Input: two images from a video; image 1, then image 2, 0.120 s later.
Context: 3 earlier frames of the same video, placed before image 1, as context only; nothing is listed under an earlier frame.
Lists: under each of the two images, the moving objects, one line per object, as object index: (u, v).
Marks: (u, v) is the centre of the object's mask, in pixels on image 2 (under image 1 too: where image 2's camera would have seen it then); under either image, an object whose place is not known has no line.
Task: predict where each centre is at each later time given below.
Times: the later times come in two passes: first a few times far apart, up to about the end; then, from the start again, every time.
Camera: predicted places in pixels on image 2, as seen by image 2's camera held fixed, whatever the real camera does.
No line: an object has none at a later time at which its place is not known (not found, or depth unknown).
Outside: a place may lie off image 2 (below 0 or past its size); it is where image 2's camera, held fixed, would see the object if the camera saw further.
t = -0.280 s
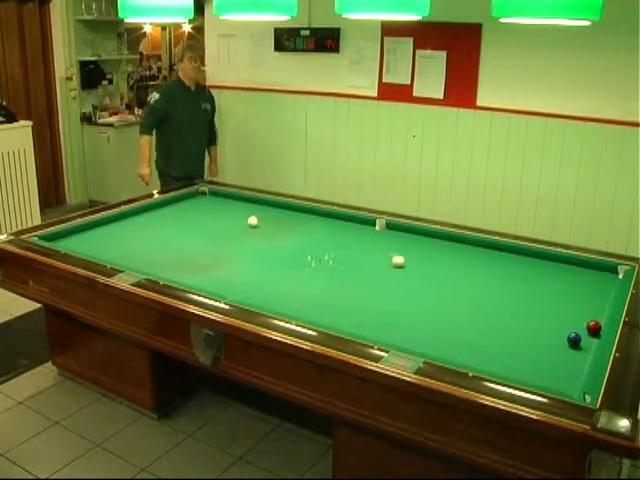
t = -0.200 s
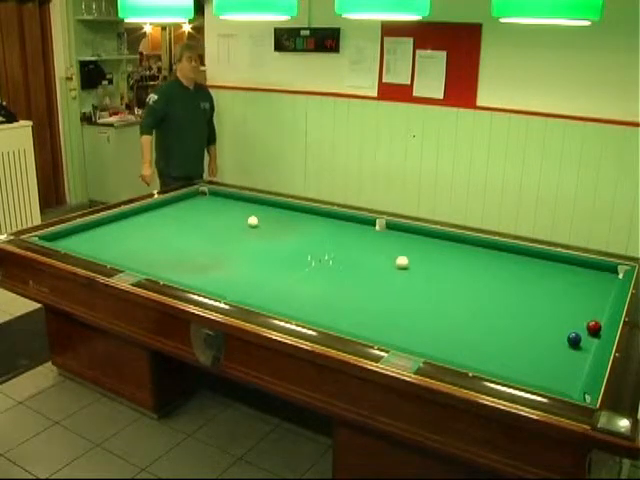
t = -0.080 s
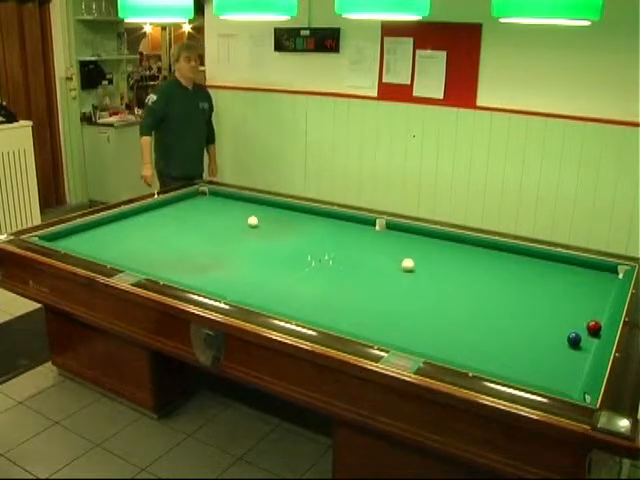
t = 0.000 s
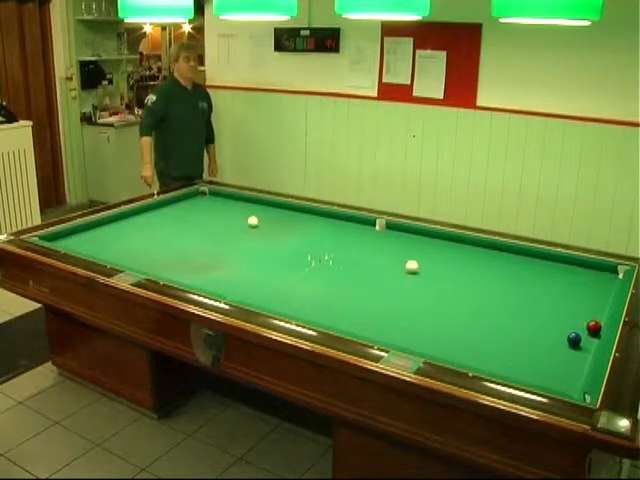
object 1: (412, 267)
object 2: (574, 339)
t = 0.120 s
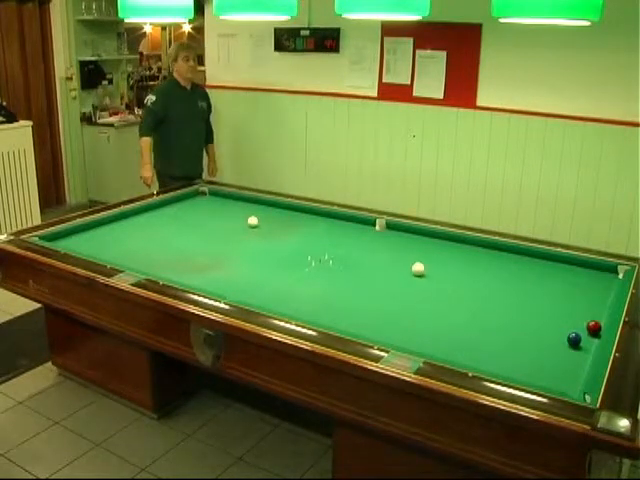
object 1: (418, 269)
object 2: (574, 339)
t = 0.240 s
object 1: (424, 272)
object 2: (574, 339)
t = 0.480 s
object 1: (436, 277)
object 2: (574, 339)
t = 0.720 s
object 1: (448, 282)
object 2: (574, 339)
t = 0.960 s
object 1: (460, 287)
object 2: (574, 339)
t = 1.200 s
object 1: (472, 292)
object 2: (574, 339)
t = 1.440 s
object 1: (484, 297)
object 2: (574, 339)
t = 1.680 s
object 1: (496, 302)
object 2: (574, 340)
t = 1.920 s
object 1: (508, 307)
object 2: (574, 339)
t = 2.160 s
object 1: (519, 312)
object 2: (574, 339)
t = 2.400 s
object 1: (530, 316)
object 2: (574, 339)
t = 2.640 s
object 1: (542, 321)
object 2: (574, 340)
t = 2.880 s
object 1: (553, 326)
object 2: (574, 339)
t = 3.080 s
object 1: (562, 329)
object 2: (574, 340)
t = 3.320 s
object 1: (571, 331)
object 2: (575, 341)
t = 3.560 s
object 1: (578, 332)
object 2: (578, 344)
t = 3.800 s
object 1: (586, 334)
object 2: (581, 346)
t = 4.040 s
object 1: (592, 336)
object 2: (582, 349)
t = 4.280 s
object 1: (592, 336)
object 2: (584, 351)
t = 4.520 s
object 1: (590, 336)
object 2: (586, 353)
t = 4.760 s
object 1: (589, 335)
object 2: (587, 354)
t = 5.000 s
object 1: (588, 335)
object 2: (588, 356)
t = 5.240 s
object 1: (588, 335)
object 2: (587, 356)
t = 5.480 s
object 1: (588, 335)
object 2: (587, 356)
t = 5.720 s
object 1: (588, 335)
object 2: (587, 356)
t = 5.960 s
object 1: (588, 335)
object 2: (587, 356)
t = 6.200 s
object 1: (588, 335)
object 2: (587, 356)
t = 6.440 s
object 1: (588, 335)
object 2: (587, 356)
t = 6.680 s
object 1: (588, 335)
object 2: (588, 356)
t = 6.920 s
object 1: (588, 335)
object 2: (588, 356)
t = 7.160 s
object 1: (588, 335)
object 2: (588, 356)
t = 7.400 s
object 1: (588, 335)
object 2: (588, 356)
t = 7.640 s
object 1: (588, 335)
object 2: (588, 356)
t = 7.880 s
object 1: (588, 335)
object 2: (588, 355)
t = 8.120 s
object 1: (588, 335)
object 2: (588, 356)
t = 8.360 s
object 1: (588, 335)
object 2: (588, 356)
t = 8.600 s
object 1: (588, 335)
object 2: (588, 356)
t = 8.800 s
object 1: (588, 335)
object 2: (588, 356)
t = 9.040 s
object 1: (588, 335)
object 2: (588, 355)
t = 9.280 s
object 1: (588, 335)
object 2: (587, 356)
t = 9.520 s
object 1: (588, 335)
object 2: (587, 356)
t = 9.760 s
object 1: (588, 335)
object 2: (588, 356)
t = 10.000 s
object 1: (588, 335)
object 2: (588, 356)
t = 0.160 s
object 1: (420, 270)
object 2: (574, 339)
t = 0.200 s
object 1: (422, 271)
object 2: (574, 339)
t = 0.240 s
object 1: (424, 272)
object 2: (574, 339)
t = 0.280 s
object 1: (426, 273)
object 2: (574, 339)
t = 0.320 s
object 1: (428, 273)
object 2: (574, 339)
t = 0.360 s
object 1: (430, 274)
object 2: (574, 339)
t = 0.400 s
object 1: (432, 275)
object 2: (574, 339)
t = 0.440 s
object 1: (434, 276)
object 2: (574, 339)
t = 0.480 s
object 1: (436, 277)
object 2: (574, 339)
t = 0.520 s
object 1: (438, 278)
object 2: (574, 339)
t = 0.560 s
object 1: (440, 279)
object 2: (574, 339)
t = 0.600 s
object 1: (442, 279)
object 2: (574, 339)
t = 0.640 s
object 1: (444, 280)
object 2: (574, 339)
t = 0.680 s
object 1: (446, 281)
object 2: (574, 339)
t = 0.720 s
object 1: (448, 282)
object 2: (574, 339)
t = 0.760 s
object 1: (450, 283)
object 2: (574, 339)
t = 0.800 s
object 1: (452, 283)
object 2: (574, 339)
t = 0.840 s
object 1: (454, 284)
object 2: (574, 339)
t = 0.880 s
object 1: (456, 285)
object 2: (574, 339)
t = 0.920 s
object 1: (458, 286)
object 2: (574, 339)
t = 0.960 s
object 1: (460, 287)
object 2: (574, 339)
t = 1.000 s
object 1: (462, 288)
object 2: (574, 339)
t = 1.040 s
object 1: (464, 289)
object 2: (574, 339)
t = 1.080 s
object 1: (466, 289)
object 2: (574, 339)
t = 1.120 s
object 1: (468, 290)
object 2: (574, 339)
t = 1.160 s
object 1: (470, 291)
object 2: (574, 339)
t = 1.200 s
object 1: (472, 292)
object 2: (574, 339)
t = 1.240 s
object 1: (474, 293)
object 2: (574, 339)
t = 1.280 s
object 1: (476, 294)
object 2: (574, 339)
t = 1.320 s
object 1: (478, 295)
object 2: (574, 339)
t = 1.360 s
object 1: (480, 295)
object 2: (574, 339)
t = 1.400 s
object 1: (482, 296)
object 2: (574, 339)
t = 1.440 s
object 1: (484, 297)
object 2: (574, 339)
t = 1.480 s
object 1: (486, 298)
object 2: (574, 339)
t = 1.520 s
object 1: (488, 299)
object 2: (574, 339)
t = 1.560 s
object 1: (490, 299)
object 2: (574, 339)
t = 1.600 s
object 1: (492, 300)
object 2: (574, 339)
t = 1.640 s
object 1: (494, 301)
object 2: (574, 339)
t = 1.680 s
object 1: (496, 302)
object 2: (574, 340)
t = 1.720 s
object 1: (498, 303)
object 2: (574, 339)
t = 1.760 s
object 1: (500, 304)
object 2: (574, 339)
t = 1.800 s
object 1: (502, 304)
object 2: (574, 339)
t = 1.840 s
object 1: (504, 305)
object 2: (574, 339)
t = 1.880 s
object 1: (505, 306)
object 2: (574, 339)
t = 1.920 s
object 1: (508, 307)
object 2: (574, 339)
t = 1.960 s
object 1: (509, 308)
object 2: (574, 340)
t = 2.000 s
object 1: (511, 309)
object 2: (574, 339)
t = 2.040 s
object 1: (513, 309)
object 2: (574, 339)
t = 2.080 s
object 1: (515, 310)
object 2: (574, 339)
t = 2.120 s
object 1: (518, 311)
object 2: (574, 339)
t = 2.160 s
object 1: (519, 312)
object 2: (574, 339)
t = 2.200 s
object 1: (521, 313)
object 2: (574, 340)
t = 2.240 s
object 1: (523, 313)
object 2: (574, 339)
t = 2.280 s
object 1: (525, 314)
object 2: (574, 339)
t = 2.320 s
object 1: (526, 315)
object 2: (574, 339)
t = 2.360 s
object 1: (529, 316)
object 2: (574, 339)
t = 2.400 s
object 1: (530, 316)
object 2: (574, 339)
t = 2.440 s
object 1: (533, 317)
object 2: (574, 339)
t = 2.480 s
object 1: (534, 318)
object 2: (574, 339)
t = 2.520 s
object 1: (536, 319)
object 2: (574, 340)
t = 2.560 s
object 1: (538, 320)
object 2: (574, 339)
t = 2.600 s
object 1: (540, 321)
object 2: (574, 339)
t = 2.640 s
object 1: (542, 321)
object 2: (574, 340)
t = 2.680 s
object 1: (544, 322)
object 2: (574, 339)
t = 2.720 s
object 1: (546, 323)
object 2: (574, 339)
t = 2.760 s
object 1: (548, 324)
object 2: (574, 340)
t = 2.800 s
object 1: (549, 324)
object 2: (574, 339)
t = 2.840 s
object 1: (551, 325)
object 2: (574, 339)
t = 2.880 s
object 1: (553, 326)
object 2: (574, 339)
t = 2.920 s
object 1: (555, 327)
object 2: (574, 339)
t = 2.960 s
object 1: (556, 327)
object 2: (574, 339)
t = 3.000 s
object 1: (558, 328)
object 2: (574, 339)
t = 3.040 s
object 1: (560, 329)
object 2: (574, 339)
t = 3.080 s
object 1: (562, 329)
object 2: (574, 340)
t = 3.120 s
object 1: (563, 330)
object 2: (574, 340)
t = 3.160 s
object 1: (565, 330)
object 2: (575, 340)
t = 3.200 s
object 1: (567, 330)
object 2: (575, 340)
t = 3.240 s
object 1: (567, 330)
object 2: (574, 340)
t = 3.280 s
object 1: (569, 331)
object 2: (574, 340)
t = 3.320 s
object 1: (571, 331)
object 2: (575, 341)
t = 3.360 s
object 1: (572, 331)
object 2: (576, 342)
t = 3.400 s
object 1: (573, 331)
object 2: (576, 342)
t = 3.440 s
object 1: (574, 331)
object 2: (577, 343)
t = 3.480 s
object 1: (574, 331)
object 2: (577, 343)
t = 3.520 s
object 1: (577, 331)
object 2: (578, 344)
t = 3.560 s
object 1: (578, 332)
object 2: (578, 344)
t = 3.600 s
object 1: (579, 332)
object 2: (579, 344)
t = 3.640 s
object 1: (581, 332)
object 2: (579, 344)
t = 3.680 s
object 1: (582, 333)
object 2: (579, 345)
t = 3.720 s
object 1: (584, 334)
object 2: (580, 346)
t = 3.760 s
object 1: (585, 334)
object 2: (580, 346)
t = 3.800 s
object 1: (586, 334)
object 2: (581, 346)
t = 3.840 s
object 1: (587, 335)
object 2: (581, 348)
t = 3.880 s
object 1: (588, 335)
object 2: (581, 348)
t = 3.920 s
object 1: (589, 335)
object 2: (581, 348)
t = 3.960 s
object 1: (590, 336)
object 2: (582, 349)
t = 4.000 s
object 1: (591, 336)
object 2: (582, 349)
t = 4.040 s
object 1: (592, 336)
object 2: (582, 349)
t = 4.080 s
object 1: (592, 336)
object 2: (583, 349)
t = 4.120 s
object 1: (592, 336)
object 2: (582, 350)
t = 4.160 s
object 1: (592, 337)
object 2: (583, 350)
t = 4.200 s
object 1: (592, 336)
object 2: (584, 351)
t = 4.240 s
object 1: (592, 336)
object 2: (584, 351)
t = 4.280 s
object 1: (592, 336)
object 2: (584, 351)
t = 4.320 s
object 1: (591, 336)
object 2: (585, 352)
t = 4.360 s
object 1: (591, 336)
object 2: (585, 351)
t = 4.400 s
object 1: (591, 336)
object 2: (585, 352)
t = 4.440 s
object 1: (590, 335)
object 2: (586, 352)
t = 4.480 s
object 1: (590, 335)
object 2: (586, 352)
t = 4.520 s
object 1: (590, 336)
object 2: (586, 353)
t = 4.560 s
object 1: (589, 335)
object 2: (586, 353)
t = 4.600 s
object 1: (589, 336)
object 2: (586, 353)
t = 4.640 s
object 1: (589, 335)
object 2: (586, 353)
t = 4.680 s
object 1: (589, 336)
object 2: (587, 354)
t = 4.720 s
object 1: (589, 335)
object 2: (587, 354)
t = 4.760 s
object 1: (589, 335)
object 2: (587, 354)
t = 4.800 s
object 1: (588, 335)
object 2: (587, 355)
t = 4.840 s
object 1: (588, 335)
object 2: (587, 355)
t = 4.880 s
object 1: (588, 335)
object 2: (588, 356)
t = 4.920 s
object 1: (588, 335)
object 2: (588, 356)
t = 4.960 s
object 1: (588, 335)
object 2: (588, 356)
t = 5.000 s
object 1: (588, 335)
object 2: (588, 356)
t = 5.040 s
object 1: (588, 335)
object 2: (588, 356)
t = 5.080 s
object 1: (588, 335)
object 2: (588, 356)
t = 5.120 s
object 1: (588, 335)
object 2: (588, 356)
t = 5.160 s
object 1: (588, 335)
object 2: (588, 356)
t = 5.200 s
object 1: (588, 335)
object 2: (588, 356)
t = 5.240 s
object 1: (588, 335)
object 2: (587, 356)
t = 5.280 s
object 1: (588, 335)
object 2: (587, 356)
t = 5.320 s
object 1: (588, 335)
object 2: (587, 356)
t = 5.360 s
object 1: (588, 335)
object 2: (587, 356)
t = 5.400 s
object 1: (588, 335)
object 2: (587, 356)
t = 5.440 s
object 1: (588, 335)
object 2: (587, 356)
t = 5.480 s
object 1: (588, 335)
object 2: (587, 356)
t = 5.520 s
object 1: (588, 335)
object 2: (587, 356)
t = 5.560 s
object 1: (588, 335)
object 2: (587, 356)
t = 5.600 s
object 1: (588, 335)
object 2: (587, 356)
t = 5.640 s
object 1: (588, 335)
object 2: (587, 356)
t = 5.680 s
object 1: (588, 335)
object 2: (587, 356)
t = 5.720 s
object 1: (588, 335)
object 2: (587, 356)
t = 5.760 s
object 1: (588, 335)
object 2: (587, 356)
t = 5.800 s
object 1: (588, 335)
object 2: (587, 356)
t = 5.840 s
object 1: (588, 335)
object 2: (587, 356)
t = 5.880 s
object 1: (588, 335)
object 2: (587, 356)
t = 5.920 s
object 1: (588, 335)
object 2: (587, 356)
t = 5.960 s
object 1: (588, 335)
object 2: (587, 356)
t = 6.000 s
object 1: (588, 335)
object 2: (587, 356)
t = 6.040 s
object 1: (588, 335)
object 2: (587, 356)
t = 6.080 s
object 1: (588, 335)
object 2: (587, 356)
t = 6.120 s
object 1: (588, 335)
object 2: (587, 356)
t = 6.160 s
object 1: (588, 335)
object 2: (587, 356)
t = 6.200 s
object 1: (588, 335)
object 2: (587, 356)
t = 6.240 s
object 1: (588, 335)
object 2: (587, 356)
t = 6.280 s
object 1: (588, 335)
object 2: (587, 356)
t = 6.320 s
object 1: (588, 335)
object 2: (587, 356)
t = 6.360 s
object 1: (588, 335)
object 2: (587, 356)
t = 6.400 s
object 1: (588, 335)
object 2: (587, 356)
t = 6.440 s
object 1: (588, 335)
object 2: (587, 356)
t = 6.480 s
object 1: (588, 335)
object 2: (587, 356)
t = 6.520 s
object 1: (588, 335)
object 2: (588, 356)
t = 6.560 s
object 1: (588, 335)
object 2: (588, 356)
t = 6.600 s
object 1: (588, 335)
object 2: (588, 356)
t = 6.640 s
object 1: (588, 335)
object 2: (588, 356)
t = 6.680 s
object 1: (588, 335)
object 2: (588, 356)
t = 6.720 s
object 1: (588, 335)
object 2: (588, 356)
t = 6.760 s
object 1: (588, 335)
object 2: (588, 356)
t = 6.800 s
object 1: (588, 335)
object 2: (588, 356)
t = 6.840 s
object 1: (588, 335)
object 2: (588, 356)
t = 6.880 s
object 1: (588, 335)
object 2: (588, 356)
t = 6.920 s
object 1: (588, 335)
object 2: (588, 356)
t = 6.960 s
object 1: (588, 335)
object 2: (588, 356)
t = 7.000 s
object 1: (588, 335)
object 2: (588, 356)
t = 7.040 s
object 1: (588, 335)
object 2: (588, 356)
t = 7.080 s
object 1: (588, 335)
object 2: (588, 356)
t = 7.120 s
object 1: (588, 335)
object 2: (588, 356)
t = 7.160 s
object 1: (588, 335)
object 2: (588, 356)
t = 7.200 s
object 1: (588, 335)
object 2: (588, 356)
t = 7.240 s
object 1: (588, 335)
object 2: (588, 356)
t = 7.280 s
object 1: (588, 335)
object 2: (588, 356)
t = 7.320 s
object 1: (588, 335)
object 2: (588, 356)
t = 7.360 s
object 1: (588, 335)
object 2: (588, 356)
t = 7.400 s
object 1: (588, 335)
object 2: (588, 356)
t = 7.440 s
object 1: (588, 335)
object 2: (588, 356)
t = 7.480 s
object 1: (588, 335)
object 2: (588, 356)
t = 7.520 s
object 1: (588, 335)
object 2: (588, 356)
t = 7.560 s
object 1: (588, 335)
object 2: (588, 356)
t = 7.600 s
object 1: (588, 335)
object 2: (588, 356)
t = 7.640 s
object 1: (588, 335)
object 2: (588, 356)
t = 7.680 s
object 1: (588, 335)
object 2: (588, 355)
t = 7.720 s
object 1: (588, 335)
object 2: (588, 355)
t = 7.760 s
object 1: (588, 335)
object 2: (588, 355)
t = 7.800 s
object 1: (588, 335)
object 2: (588, 355)
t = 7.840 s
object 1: (588, 335)
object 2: (588, 355)
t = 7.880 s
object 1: (588, 335)
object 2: (588, 355)
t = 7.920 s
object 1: (588, 335)
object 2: (588, 355)
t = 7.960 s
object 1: (588, 335)
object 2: (588, 355)
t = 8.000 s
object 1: (588, 335)
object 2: (588, 355)
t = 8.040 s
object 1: (588, 335)
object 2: (588, 356)
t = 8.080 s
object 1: (588, 335)
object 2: (588, 356)
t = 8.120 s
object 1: (588, 335)
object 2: (588, 356)
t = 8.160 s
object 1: (588, 335)
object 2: (588, 356)
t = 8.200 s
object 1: (588, 335)
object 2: (588, 356)
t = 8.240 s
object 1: (588, 335)
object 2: (588, 356)
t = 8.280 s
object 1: (588, 335)
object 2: (588, 356)
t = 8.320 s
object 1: (588, 335)
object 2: (588, 356)
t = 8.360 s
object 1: (588, 335)
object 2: (588, 356)
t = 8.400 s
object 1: (588, 335)
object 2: (588, 356)
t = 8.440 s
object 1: (588, 335)
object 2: (588, 355)
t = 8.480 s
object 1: (588, 335)
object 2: (588, 355)
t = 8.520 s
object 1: (588, 335)
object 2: (588, 355)
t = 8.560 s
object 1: (588, 335)
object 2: (588, 356)
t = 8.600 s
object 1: (588, 335)
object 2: (588, 356)
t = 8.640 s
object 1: (588, 335)
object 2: (588, 356)
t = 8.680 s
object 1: (588, 335)
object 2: (588, 356)
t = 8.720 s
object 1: (588, 335)
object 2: (588, 356)
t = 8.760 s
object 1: (588, 335)
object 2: (588, 356)
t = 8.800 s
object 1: (588, 335)
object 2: (588, 356)
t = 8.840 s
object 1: (588, 335)
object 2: (588, 356)
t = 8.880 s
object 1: (588, 335)
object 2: (588, 356)
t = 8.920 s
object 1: (588, 335)
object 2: (588, 356)
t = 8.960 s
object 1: (588, 335)
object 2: (588, 356)
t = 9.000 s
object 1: (588, 335)
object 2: (588, 356)
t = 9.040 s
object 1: (588, 335)
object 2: (588, 355)
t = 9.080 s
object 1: (588, 335)
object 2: (588, 356)
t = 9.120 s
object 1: (588, 335)
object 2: (587, 356)
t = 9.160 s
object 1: (588, 335)
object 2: (587, 356)
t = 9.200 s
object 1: (588, 335)
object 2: (587, 356)
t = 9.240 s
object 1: (588, 335)
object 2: (587, 356)
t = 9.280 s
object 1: (588, 335)
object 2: (587, 356)
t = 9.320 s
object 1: (588, 335)
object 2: (587, 356)
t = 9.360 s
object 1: (588, 335)
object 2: (587, 356)
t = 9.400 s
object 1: (588, 335)
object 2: (587, 356)
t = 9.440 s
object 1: (588, 335)
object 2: (587, 356)
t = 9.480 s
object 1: (588, 335)
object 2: (587, 356)
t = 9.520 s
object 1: (588, 335)
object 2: (587, 356)
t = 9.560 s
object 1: (588, 335)
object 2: (587, 356)
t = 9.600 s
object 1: (588, 335)
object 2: (587, 356)
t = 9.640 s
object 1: (588, 335)
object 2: (587, 356)
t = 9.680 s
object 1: (588, 335)
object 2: (587, 356)
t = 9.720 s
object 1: (588, 335)
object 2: (587, 356)
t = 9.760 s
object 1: (588, 335)
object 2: (588, 356)
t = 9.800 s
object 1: (588, 335)
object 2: (587, 356)
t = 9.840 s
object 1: (588, 335)
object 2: (588, 356)
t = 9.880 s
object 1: (588, 335)
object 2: (588, 356)
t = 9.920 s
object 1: (588, 335)
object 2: (588, 356)
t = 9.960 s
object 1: (588, 336)
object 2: (588, 356)
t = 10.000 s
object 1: (588, 335)
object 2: (588, 356)
